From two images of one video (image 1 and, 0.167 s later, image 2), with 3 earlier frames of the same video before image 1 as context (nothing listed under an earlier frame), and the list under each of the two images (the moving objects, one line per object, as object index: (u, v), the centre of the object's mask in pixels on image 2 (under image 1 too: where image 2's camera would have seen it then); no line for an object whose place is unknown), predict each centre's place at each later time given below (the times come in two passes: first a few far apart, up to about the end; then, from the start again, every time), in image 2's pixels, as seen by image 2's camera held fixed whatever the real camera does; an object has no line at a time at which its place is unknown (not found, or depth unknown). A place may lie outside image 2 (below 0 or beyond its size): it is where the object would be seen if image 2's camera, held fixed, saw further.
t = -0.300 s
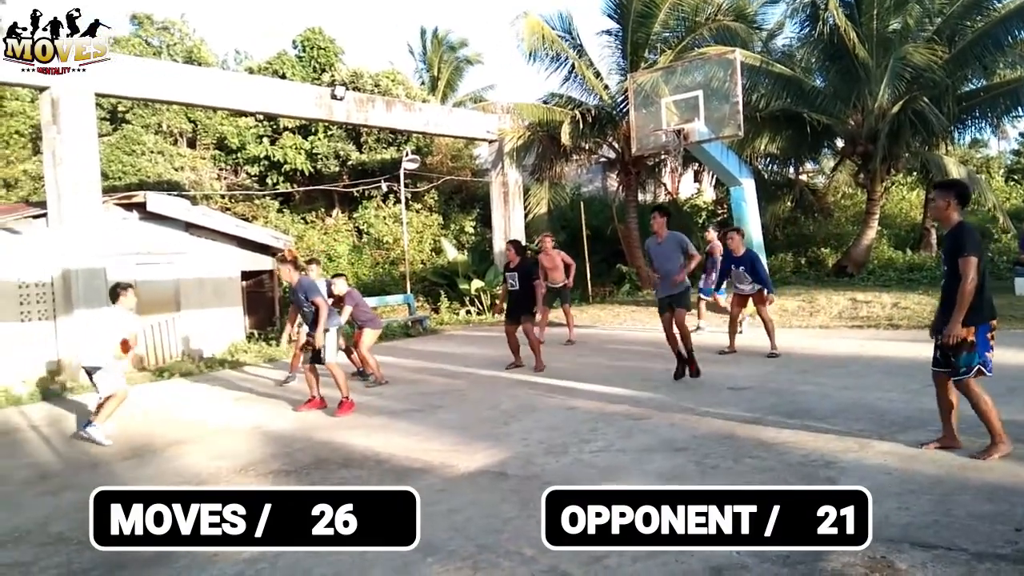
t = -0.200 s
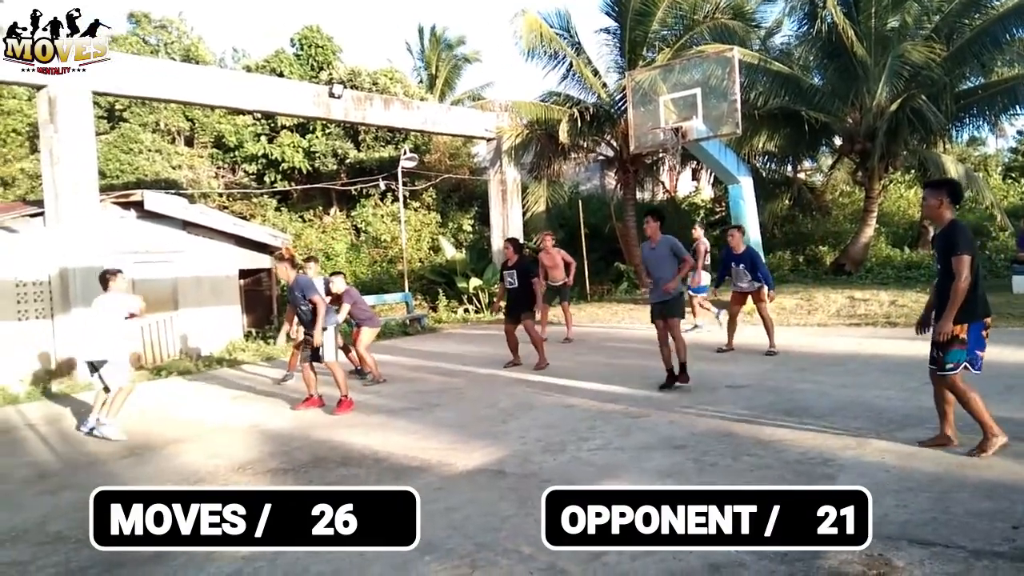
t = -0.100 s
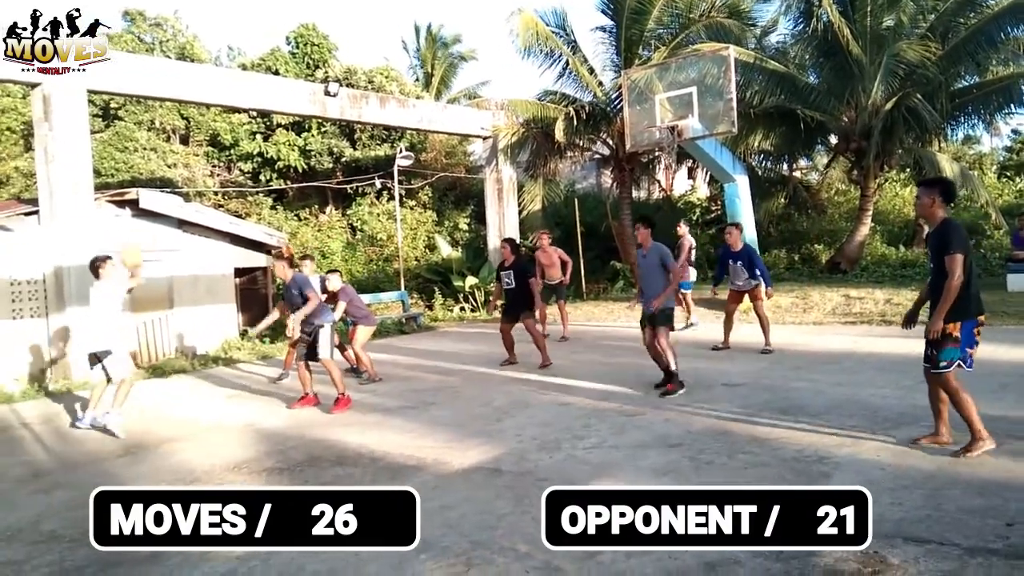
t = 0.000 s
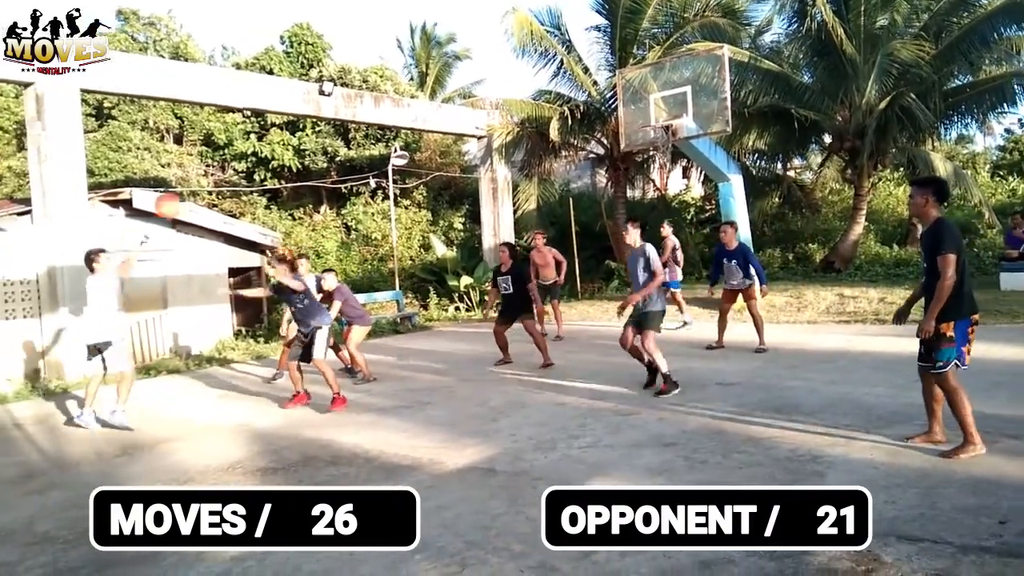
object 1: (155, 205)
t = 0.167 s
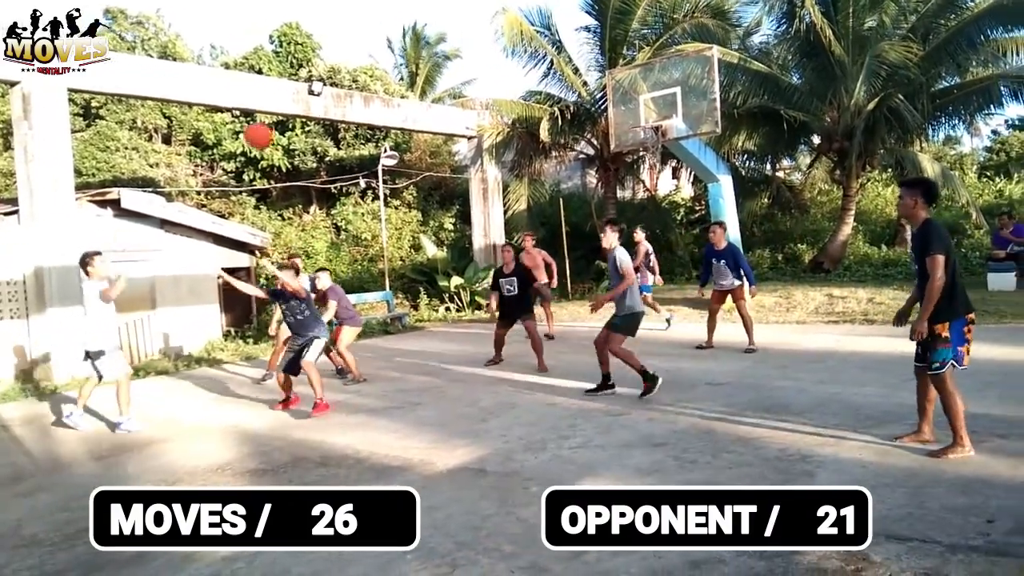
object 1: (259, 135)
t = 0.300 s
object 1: (350, 97)
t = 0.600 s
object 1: (597, 80)
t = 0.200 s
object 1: (281, 125)
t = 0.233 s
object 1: (304, 114)
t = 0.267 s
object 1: (327, 105)
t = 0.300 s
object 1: (350, 97)
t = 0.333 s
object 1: (375, 90)
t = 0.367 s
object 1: (400, 85)
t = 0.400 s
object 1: (426, 80)
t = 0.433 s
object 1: (453, 77)
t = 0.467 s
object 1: (480, 76)
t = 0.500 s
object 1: (508, 75)
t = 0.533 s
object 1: (539, 76)
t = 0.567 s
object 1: (567, 77)
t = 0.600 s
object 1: (597, 80)
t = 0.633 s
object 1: (629, 86)
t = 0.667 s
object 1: (660, 91)
